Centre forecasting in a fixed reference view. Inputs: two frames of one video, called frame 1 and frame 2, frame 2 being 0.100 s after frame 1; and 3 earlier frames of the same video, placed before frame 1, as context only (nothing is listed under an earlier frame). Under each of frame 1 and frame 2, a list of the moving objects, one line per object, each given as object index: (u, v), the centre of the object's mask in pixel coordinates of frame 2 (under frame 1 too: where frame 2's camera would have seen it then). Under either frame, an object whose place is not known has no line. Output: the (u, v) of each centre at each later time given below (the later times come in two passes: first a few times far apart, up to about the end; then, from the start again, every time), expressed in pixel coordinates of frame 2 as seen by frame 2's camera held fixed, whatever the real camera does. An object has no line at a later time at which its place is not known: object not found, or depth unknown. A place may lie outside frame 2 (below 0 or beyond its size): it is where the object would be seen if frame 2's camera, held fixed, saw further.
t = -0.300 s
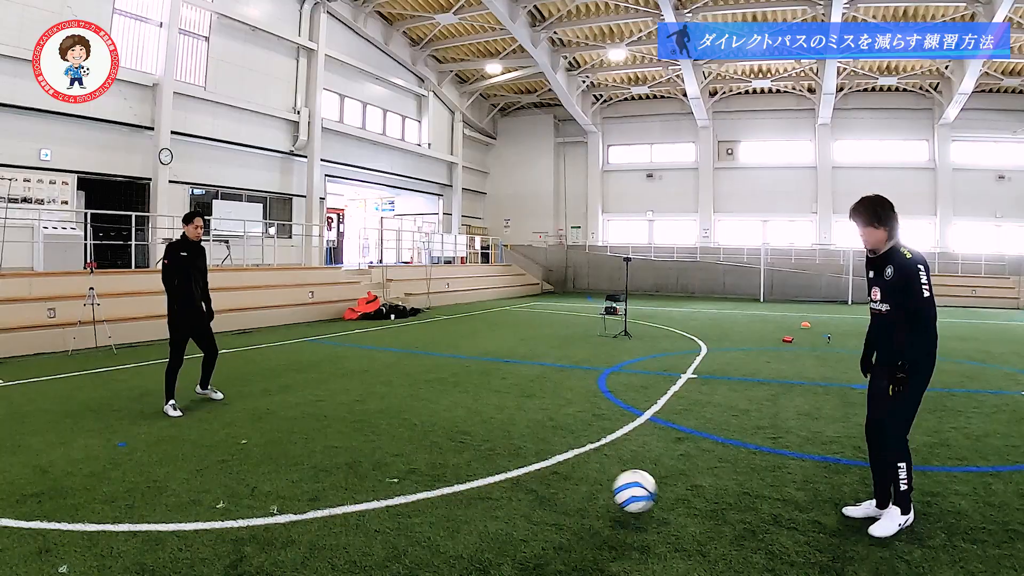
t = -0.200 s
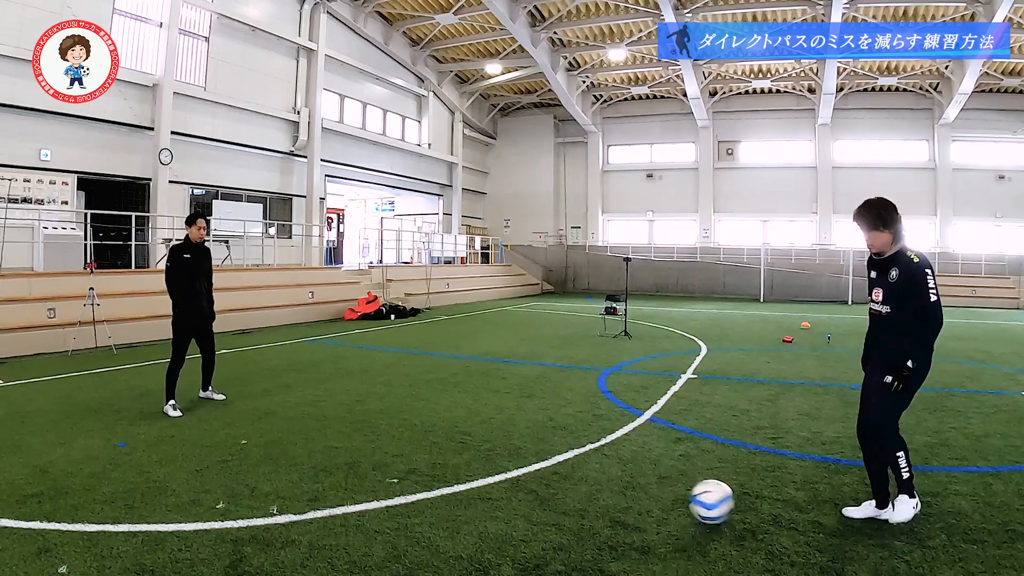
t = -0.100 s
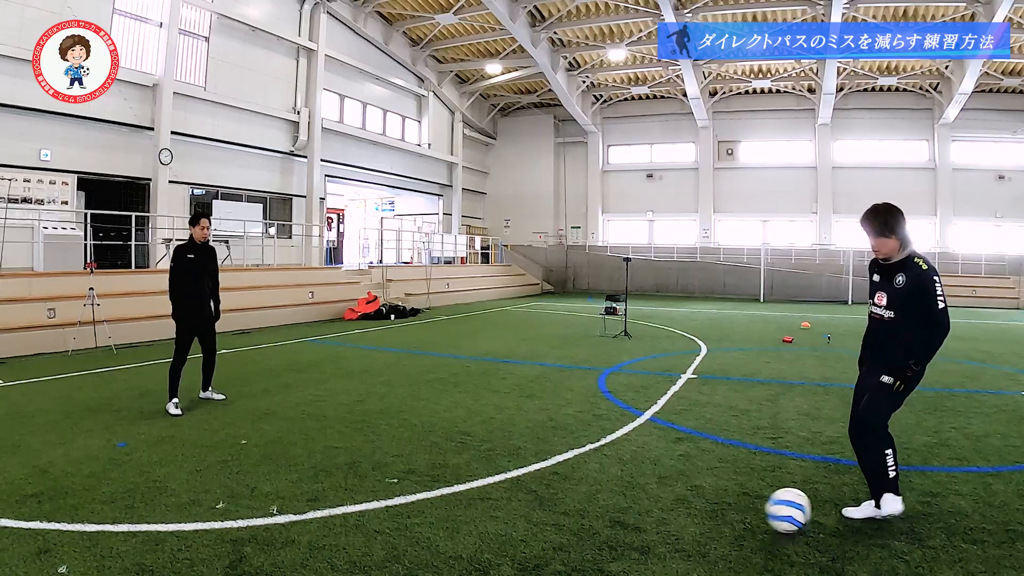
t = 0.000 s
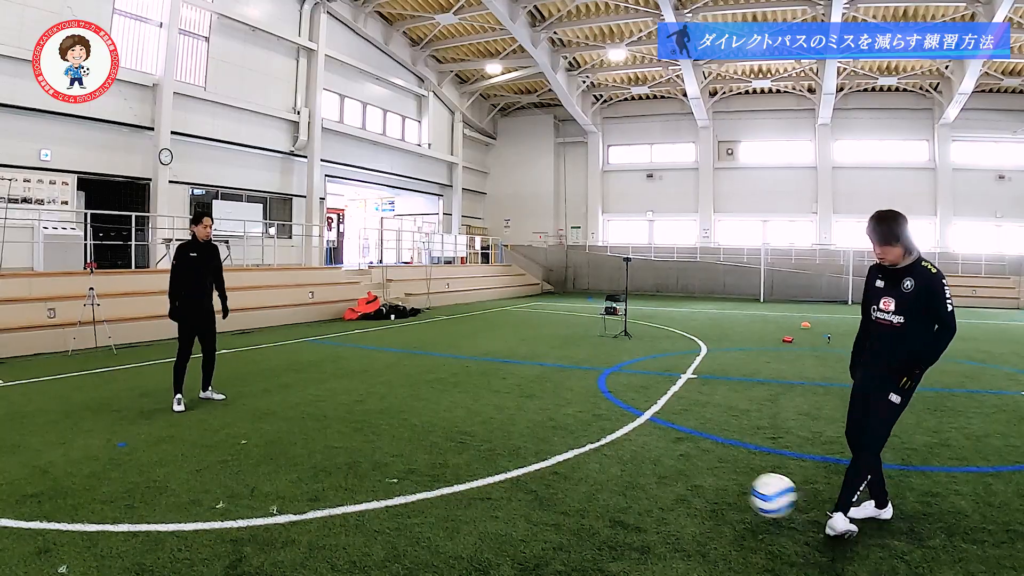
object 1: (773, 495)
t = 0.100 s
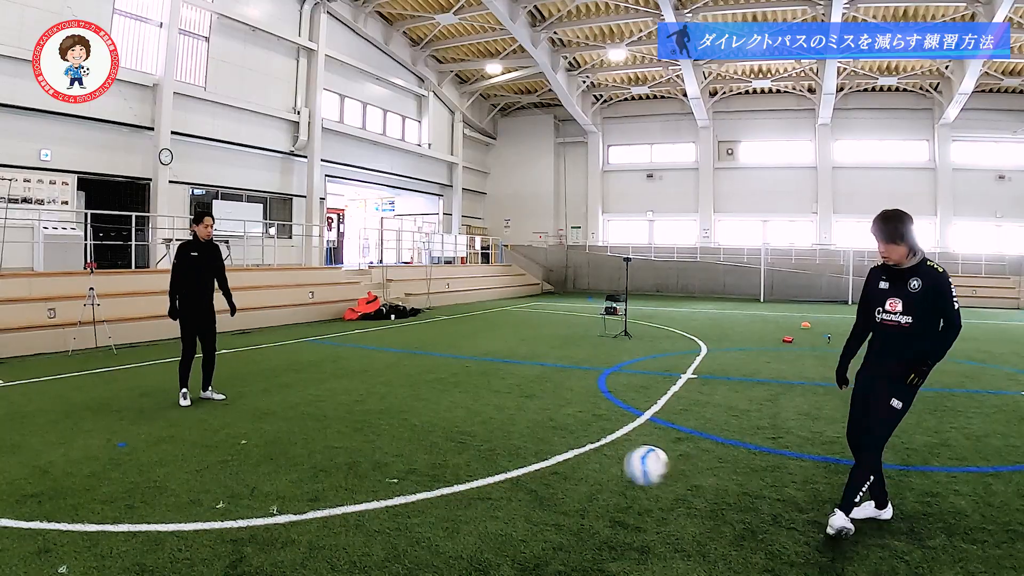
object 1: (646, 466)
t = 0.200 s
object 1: (536, 453)
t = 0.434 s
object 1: (371, 417)
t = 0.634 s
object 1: (291, 404)
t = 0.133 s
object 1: (608, 460)
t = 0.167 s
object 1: (571, 455)
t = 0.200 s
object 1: (536, 453)
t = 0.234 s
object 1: (503, 452)
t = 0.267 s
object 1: (472, 453)
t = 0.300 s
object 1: (447, 448)
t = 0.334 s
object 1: (426, 437)
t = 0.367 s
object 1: (407, 429)
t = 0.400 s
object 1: (389, 422)
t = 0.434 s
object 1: (371, 417)
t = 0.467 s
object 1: (355, 415)
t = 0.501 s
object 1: (339, 413)
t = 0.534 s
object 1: (325, 412)
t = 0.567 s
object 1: (311, 414)
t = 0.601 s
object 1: (300, 410)
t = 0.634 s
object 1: (291, 404)
